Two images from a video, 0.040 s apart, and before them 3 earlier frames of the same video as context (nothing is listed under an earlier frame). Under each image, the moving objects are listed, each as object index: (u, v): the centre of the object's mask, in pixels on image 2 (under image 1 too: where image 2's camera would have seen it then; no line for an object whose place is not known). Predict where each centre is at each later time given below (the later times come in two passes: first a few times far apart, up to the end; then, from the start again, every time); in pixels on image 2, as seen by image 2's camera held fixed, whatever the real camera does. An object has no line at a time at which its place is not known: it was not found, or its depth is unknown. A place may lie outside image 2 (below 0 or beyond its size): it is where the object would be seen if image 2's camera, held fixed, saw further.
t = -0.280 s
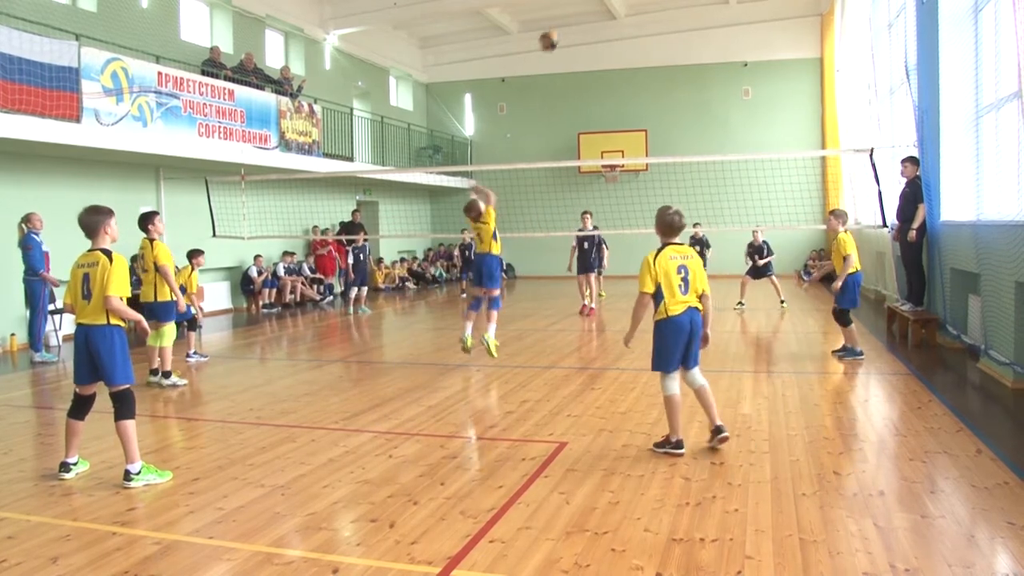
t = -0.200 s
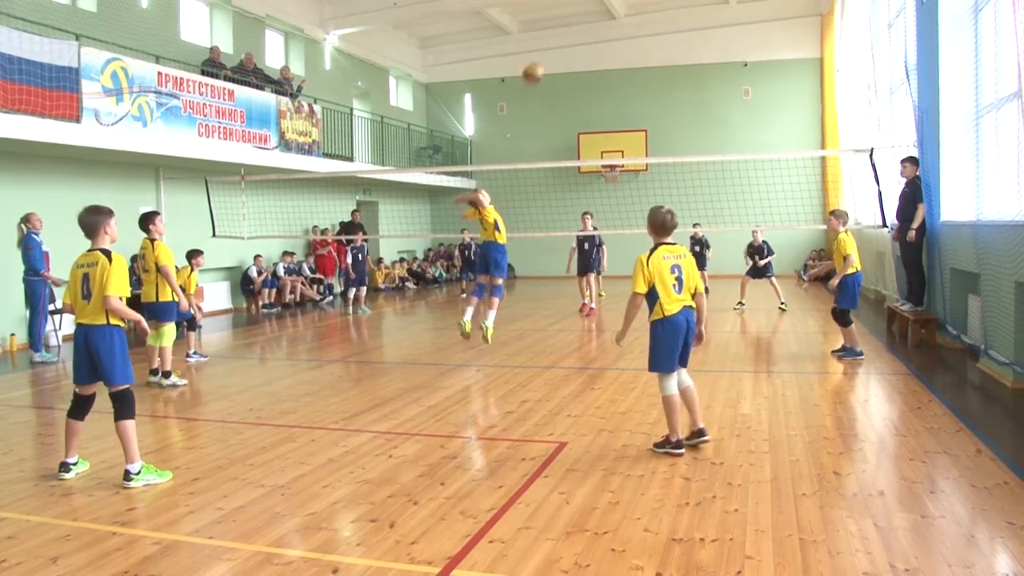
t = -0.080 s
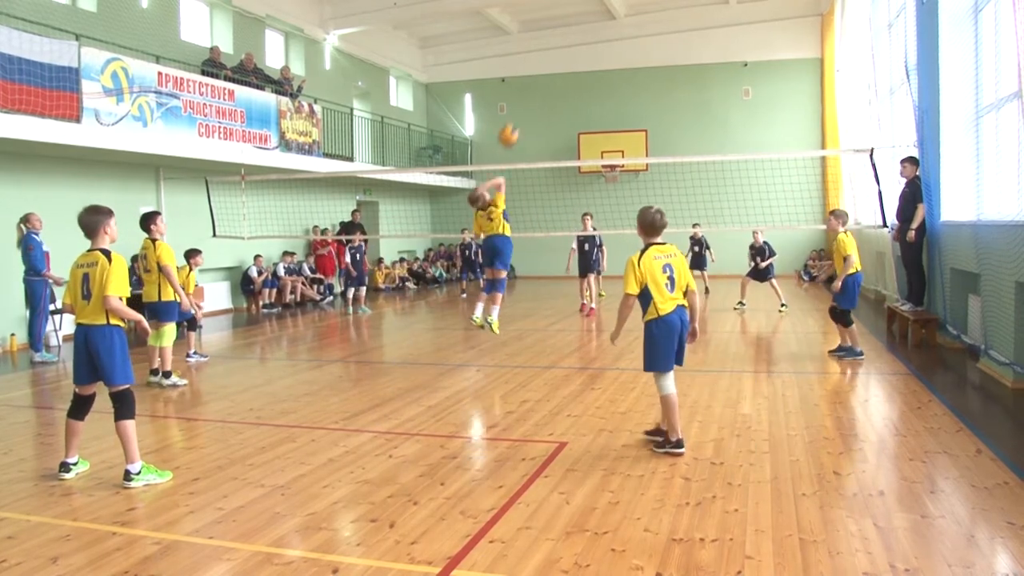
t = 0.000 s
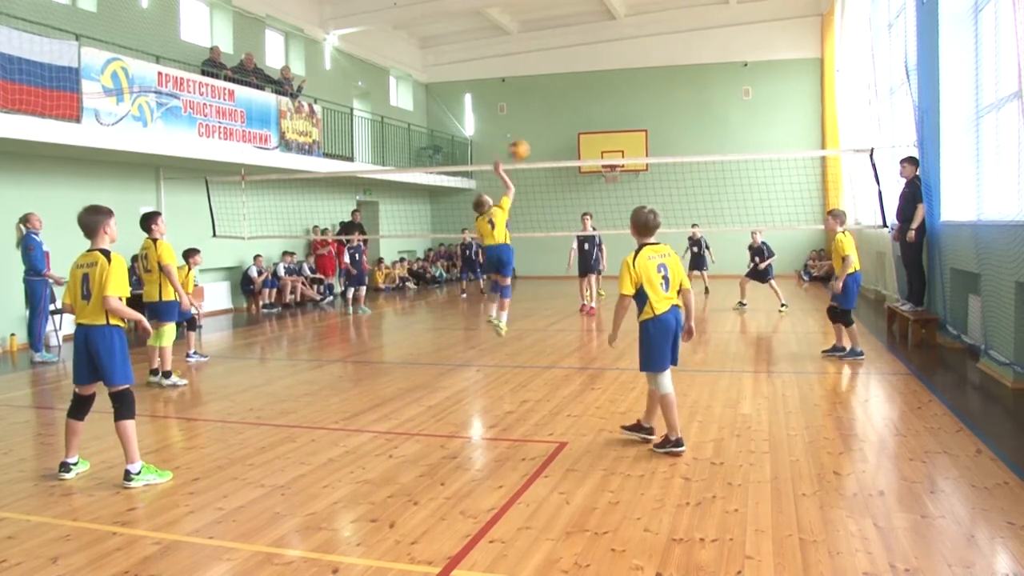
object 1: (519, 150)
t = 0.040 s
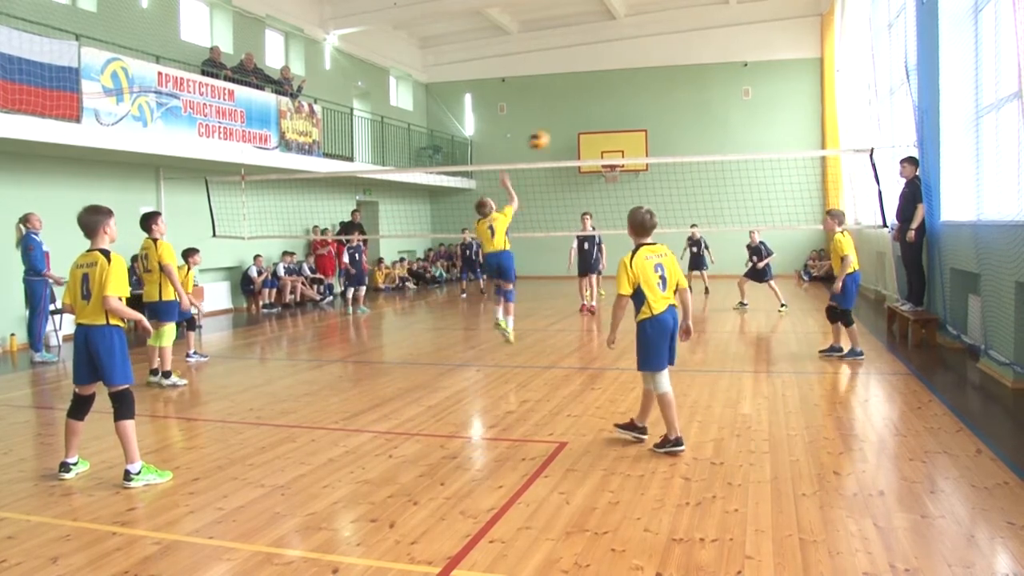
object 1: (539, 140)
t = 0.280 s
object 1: (631, 119)
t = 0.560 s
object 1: (701, 149)
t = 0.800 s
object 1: (745, 201)
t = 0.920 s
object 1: (761, 234)
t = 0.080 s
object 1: (557, 133)
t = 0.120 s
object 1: (574, 127)
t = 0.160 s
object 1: (590, 123)
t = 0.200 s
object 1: (605, 120)
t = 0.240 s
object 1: (619, 119)
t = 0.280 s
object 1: (631, 119)
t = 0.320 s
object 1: (643, 121)
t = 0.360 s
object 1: (655, 123)
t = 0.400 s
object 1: (666, 126)
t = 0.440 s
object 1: (675, 131)
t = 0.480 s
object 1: (685, 136)
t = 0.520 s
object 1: (694, 142)
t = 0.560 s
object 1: (701, 149)
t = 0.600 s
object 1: (709, 153)
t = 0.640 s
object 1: (718, 166)
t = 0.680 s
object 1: (725, 173)
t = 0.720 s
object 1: (732, 182)
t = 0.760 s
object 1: (739, 191)
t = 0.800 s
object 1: (745, 201)
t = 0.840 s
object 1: (750, 212)
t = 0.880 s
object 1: (756, 222)
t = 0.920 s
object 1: (761, 234)
